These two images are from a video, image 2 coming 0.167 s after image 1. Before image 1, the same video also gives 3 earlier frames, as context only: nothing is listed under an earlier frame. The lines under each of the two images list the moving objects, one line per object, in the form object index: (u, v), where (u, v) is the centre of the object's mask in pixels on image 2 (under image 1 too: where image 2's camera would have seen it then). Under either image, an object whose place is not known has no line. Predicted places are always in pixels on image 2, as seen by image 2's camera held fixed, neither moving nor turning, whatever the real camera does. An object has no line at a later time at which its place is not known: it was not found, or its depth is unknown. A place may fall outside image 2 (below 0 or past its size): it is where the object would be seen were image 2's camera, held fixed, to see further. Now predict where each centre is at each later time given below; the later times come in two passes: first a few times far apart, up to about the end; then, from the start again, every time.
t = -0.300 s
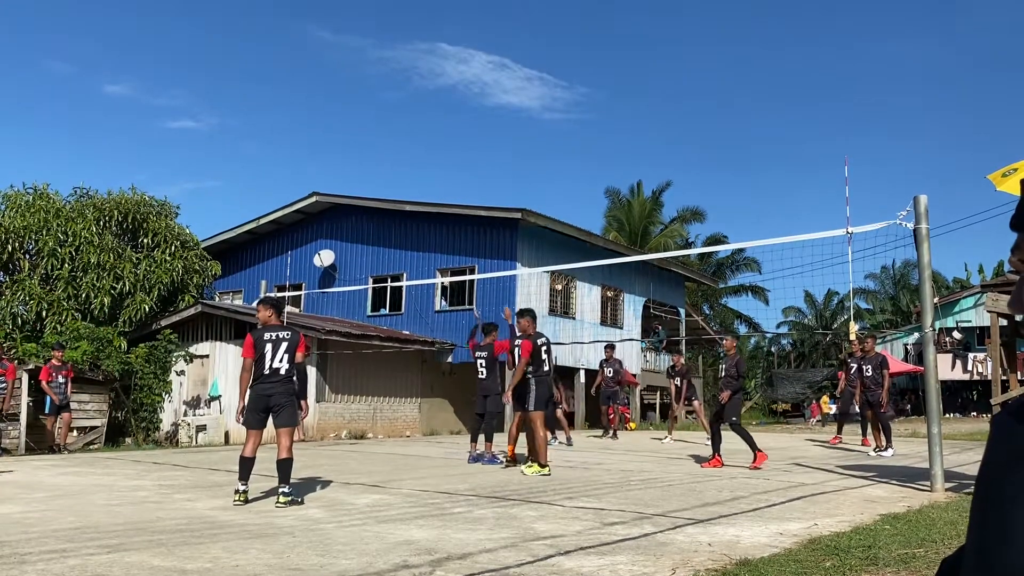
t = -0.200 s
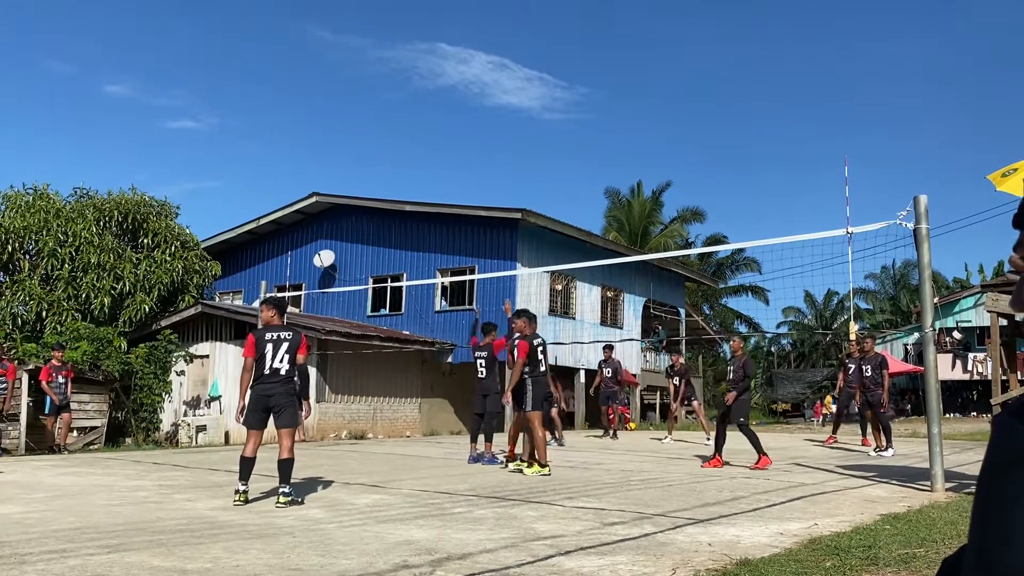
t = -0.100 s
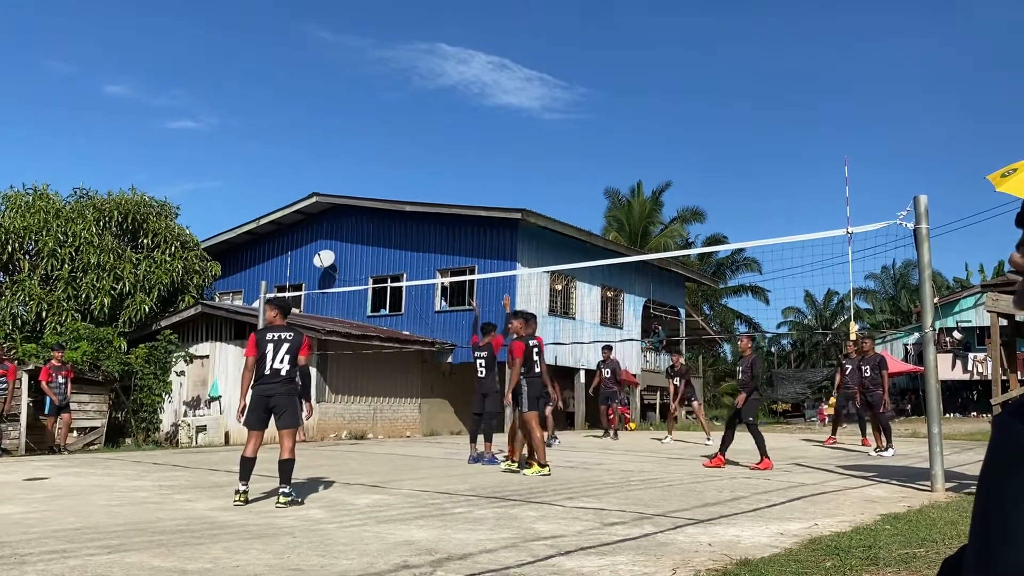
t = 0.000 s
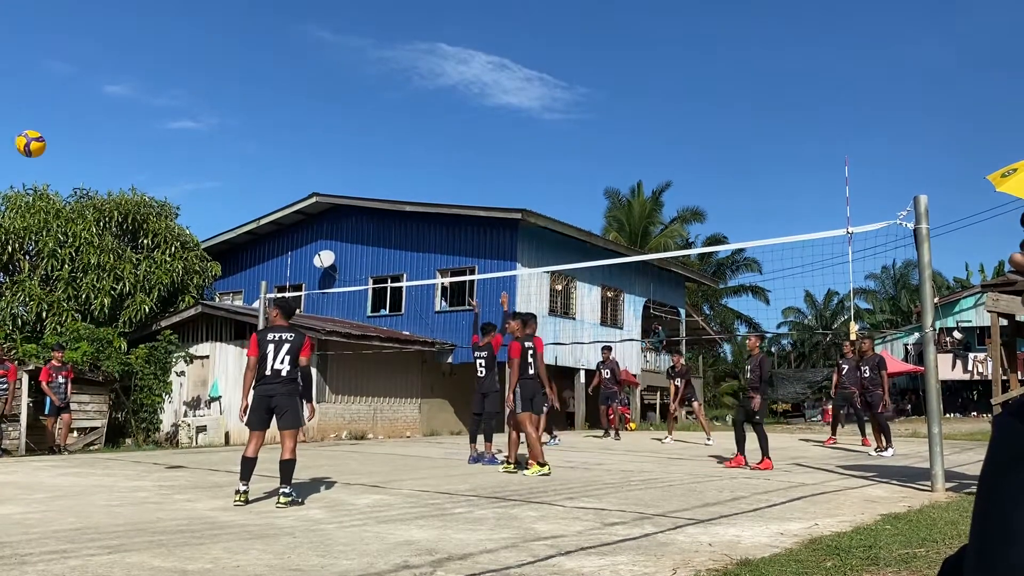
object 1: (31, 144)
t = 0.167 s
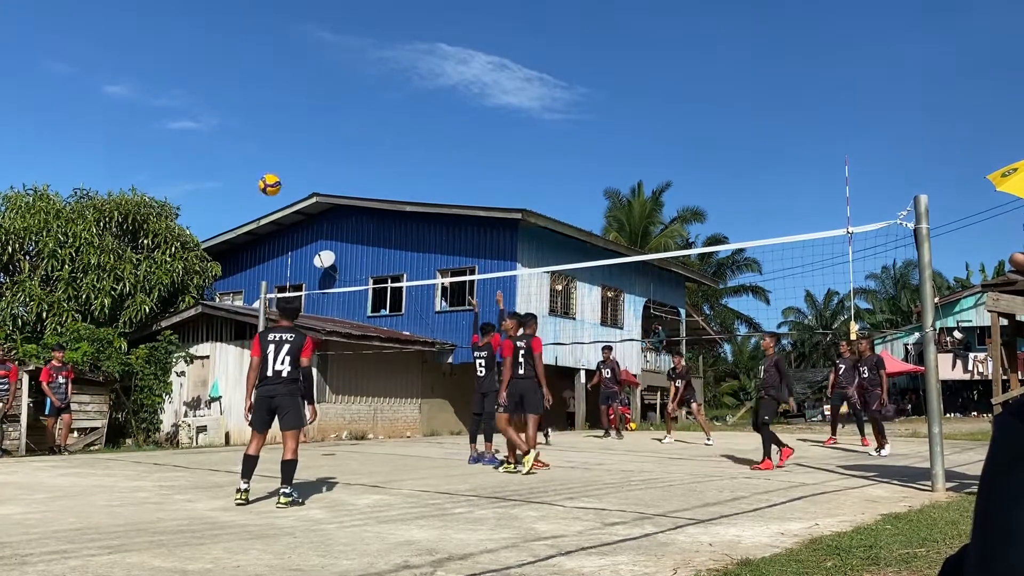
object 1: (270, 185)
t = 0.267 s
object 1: (366, 214)
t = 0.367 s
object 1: (440, 245)
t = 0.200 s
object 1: (305, 194)
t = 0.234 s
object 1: (337, 204)
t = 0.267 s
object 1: (366, 214)
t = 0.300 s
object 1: (393, 224)
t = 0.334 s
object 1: (417, 235)
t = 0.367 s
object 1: (440, 245)
